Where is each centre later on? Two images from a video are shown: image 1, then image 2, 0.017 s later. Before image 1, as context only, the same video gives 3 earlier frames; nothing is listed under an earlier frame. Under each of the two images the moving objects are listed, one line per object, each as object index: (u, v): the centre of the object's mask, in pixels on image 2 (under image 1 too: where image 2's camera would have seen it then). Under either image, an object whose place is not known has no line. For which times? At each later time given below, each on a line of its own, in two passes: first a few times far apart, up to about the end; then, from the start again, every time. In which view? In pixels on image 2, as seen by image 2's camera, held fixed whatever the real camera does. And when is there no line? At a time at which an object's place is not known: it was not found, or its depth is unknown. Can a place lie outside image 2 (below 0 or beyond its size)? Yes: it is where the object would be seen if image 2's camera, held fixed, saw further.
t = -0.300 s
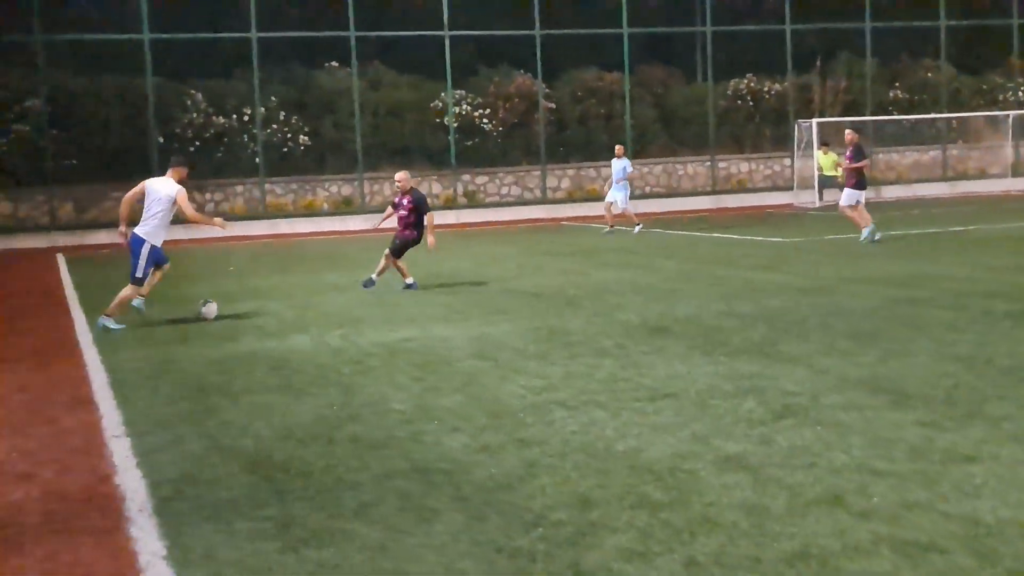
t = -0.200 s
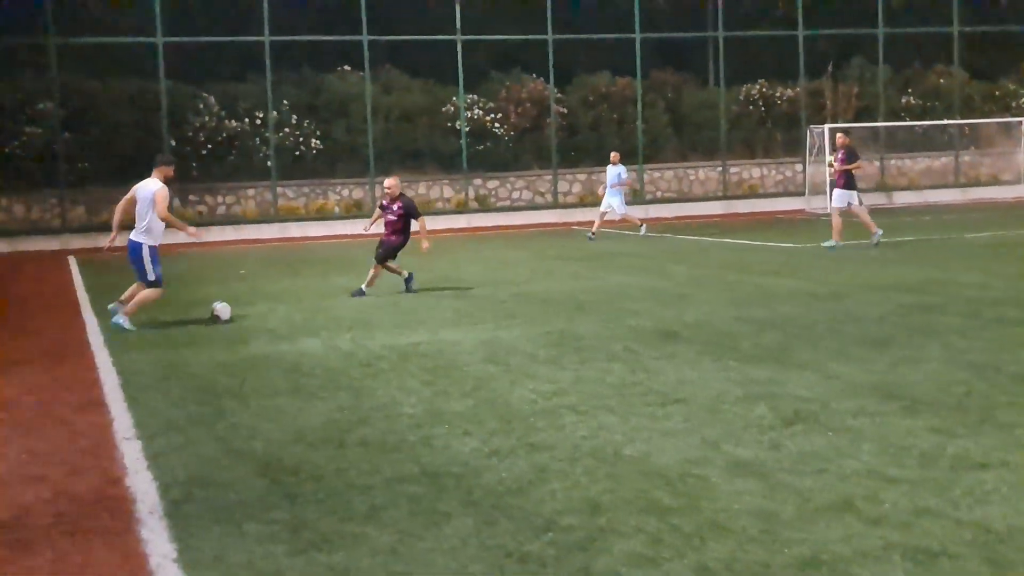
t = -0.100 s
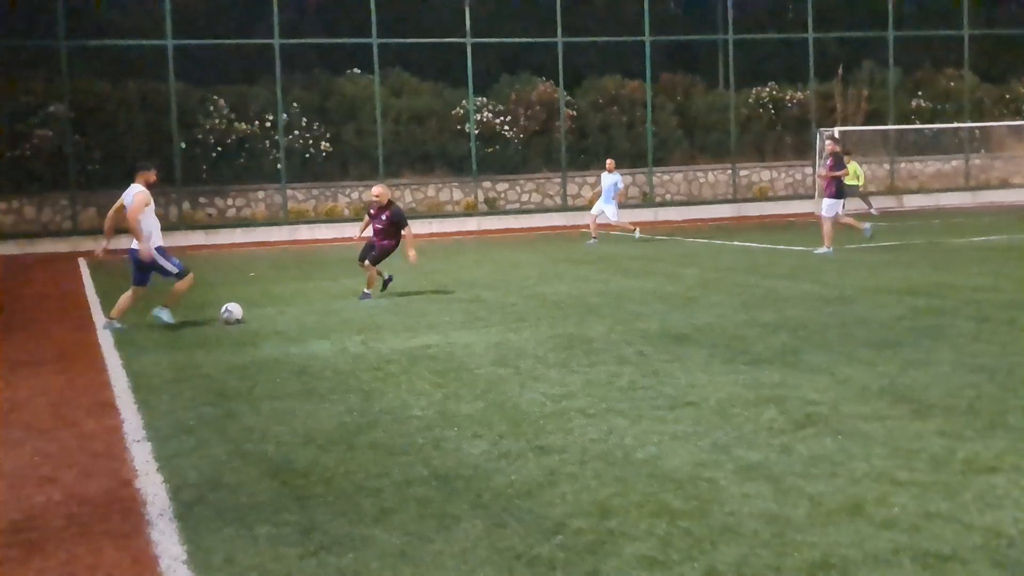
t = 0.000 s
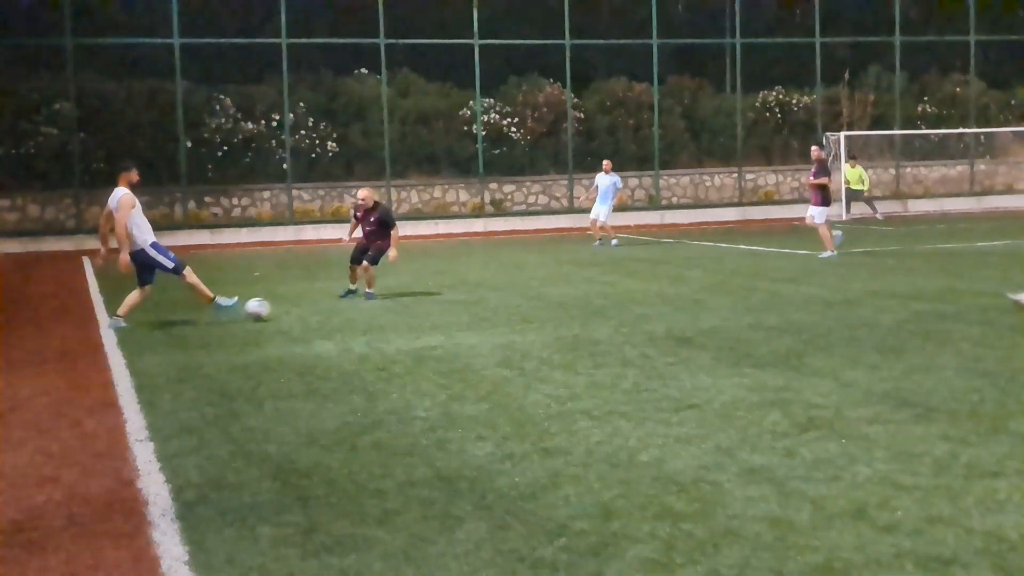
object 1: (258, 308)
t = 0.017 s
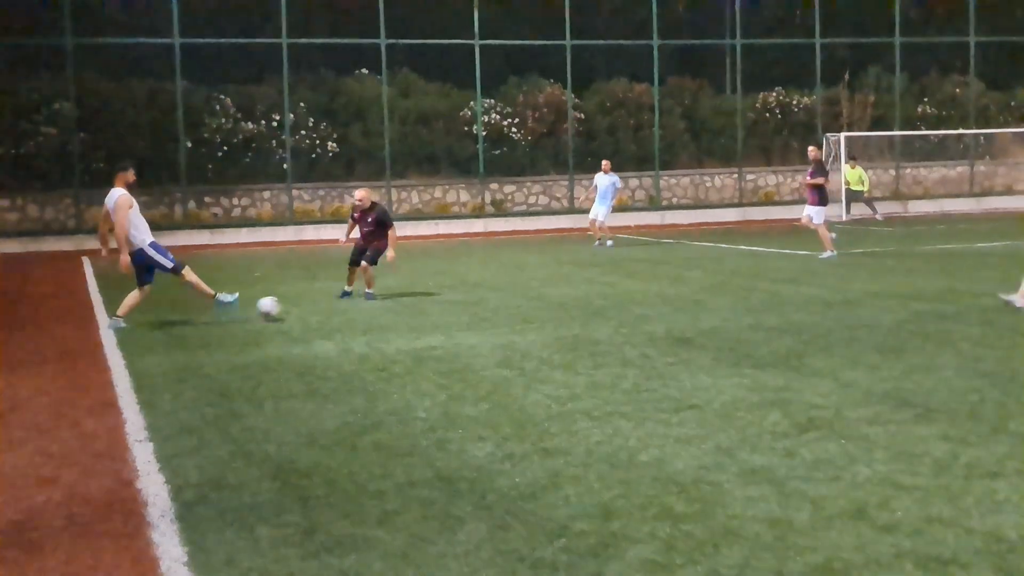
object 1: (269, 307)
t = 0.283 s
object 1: (426, 296)
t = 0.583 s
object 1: (564, 291)
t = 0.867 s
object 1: (680, 292)
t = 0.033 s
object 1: (279, 306)
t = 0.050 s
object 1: (289, 304)
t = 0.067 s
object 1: (301, 305)
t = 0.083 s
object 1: (312, 304)
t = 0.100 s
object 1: (322, 304)
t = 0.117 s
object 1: (334, 305)
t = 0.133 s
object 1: (345, 305)
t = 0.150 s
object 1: (356, 306)
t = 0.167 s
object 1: (366, 307)
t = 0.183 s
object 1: (376, 307)
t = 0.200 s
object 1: (385, 305)
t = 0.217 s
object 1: (393, 304)
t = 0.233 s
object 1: (401, 301)
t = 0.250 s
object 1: (409, 299)
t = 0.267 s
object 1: (418, 296)
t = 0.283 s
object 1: (426, 296)
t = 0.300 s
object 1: (433, 295)
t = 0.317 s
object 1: (441, 295)
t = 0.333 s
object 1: (449, 294)
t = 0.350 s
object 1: (457, 294)
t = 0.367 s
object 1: (466, 294)
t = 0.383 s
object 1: (473, 294)
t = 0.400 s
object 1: (482, 295)
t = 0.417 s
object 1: (491, 297)
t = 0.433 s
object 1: (498, 298)
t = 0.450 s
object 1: (506, 299)
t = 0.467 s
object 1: (514, 300)
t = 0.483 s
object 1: (521, 300)
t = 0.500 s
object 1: (528, 299)
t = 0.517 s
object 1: (536, 297)
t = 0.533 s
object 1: (542, 294)
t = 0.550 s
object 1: (549, 293)
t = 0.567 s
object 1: (557, 292)
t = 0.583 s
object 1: (564, 291)
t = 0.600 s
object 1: (571, 291)
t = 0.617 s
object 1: (578, 292)
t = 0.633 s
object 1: (585, 292)
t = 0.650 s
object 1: (592, 292)
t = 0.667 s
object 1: (599, 292)
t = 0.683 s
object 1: (606, 293)
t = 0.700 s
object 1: (613, 294)
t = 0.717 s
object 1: (620, 295)
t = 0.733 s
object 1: (627, 295)
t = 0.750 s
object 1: (634, 294)
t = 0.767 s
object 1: (640, 293)
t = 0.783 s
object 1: (647, 292)
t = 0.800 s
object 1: (654, 292)
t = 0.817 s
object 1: (660, 291)
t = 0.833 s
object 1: (667, 292)
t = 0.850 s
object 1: (674, 292)
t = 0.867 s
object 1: (680, 292)
